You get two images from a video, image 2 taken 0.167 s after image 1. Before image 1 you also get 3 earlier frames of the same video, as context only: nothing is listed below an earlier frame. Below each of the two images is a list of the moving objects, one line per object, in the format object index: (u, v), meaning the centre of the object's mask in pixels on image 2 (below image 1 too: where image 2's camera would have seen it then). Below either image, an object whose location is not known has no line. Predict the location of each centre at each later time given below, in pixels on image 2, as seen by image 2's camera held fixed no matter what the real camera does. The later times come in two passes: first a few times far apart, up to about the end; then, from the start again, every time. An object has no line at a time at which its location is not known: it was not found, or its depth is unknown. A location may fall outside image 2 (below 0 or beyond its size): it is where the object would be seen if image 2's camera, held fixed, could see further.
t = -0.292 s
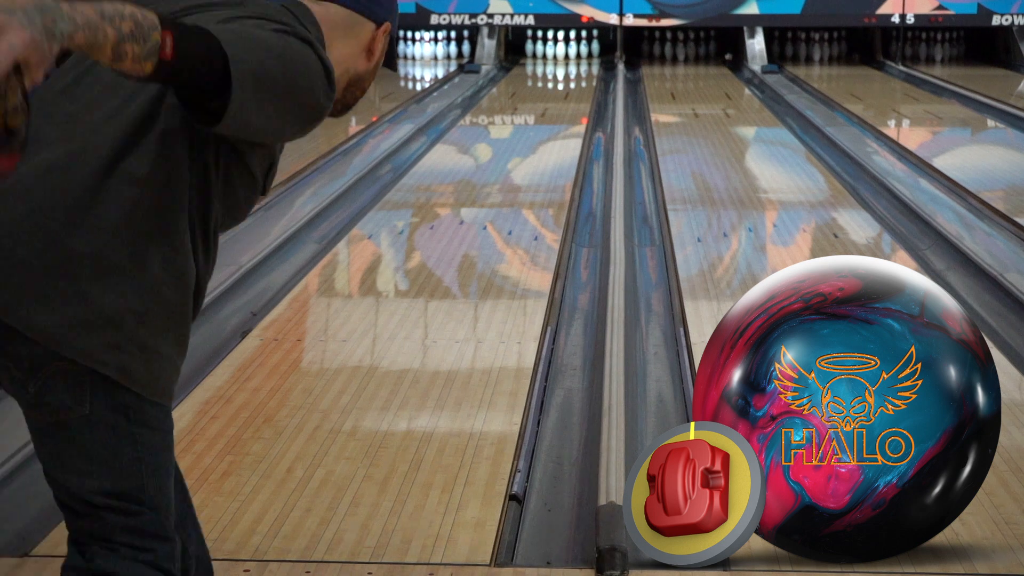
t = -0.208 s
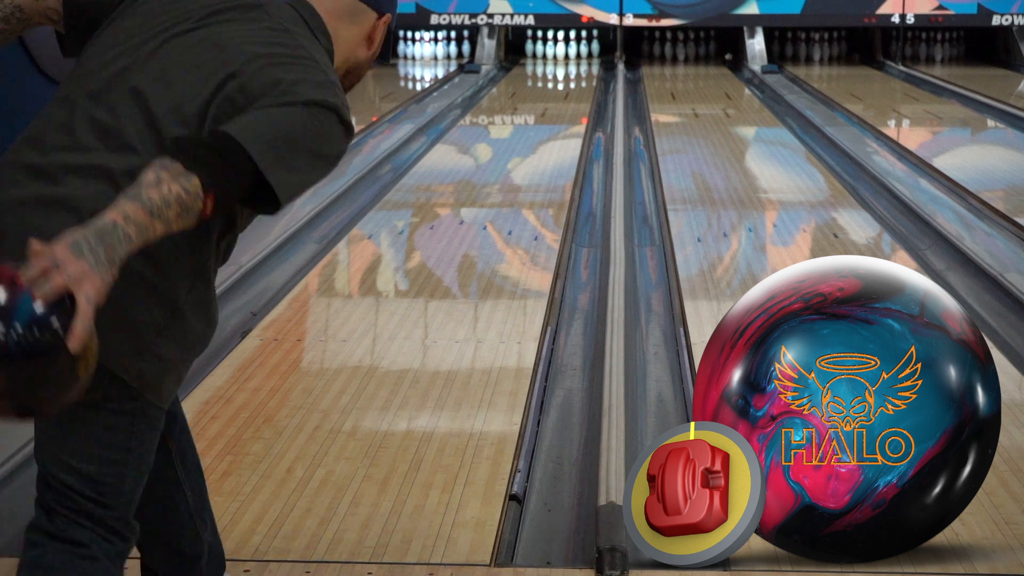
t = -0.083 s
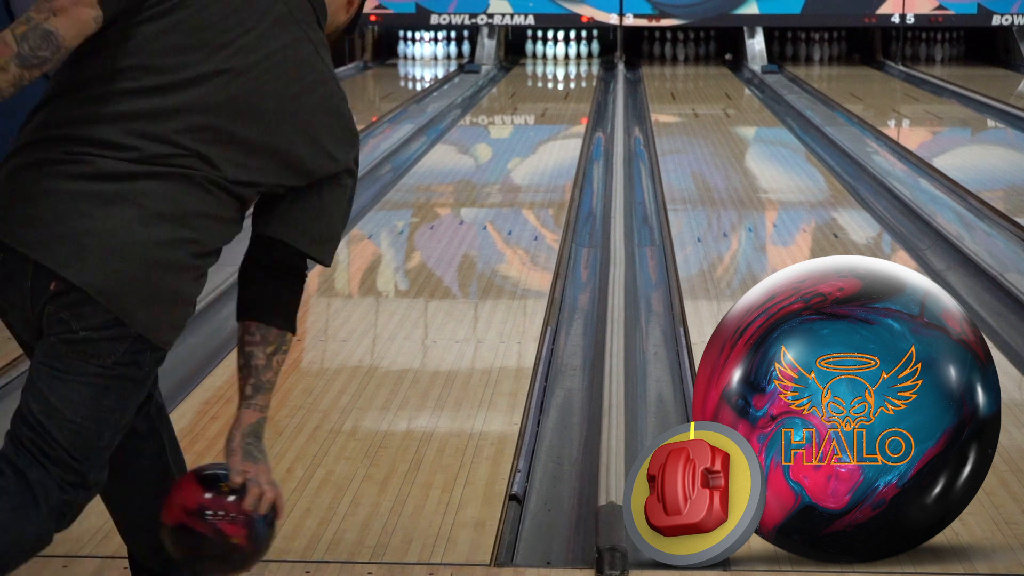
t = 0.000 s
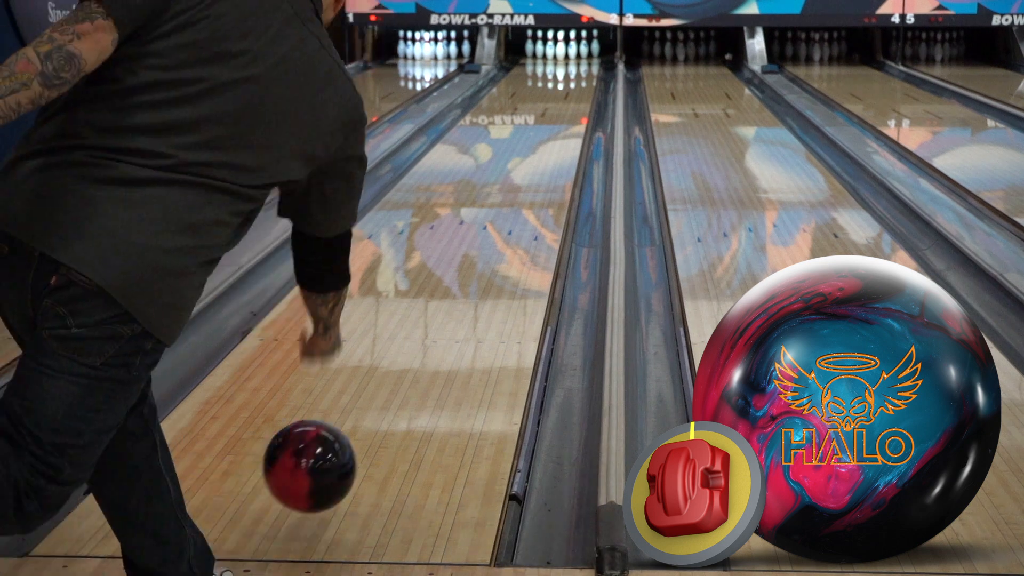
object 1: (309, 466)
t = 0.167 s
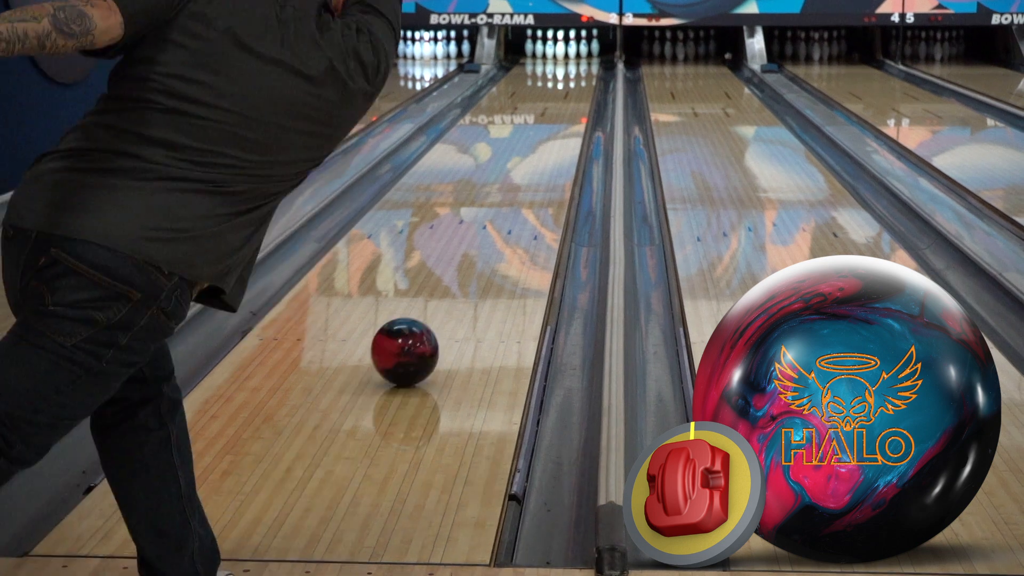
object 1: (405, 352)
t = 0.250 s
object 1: (436, 305)
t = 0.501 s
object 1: (494, 214)
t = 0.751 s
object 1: (528, 161)
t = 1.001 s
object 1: (548, 126)
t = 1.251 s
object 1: (562, 103)
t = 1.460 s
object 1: (570, 88)
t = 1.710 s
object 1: (576, 74)
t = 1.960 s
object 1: (576, 63)
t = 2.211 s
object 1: (572, 55)
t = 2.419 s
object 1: (572, 49)
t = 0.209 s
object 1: (421, 327)
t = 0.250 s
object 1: (436, 305)
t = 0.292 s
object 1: (448, 286)
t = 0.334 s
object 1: (459, 269)
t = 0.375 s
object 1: (469, 253)
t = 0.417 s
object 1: (478, 239)
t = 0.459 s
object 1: (487, 226)
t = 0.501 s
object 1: (494, 214)
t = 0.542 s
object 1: (501, 203)
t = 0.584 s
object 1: (507, 194)
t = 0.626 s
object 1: (513, 185)
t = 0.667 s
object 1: (518, 176)
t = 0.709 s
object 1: (523, 168)
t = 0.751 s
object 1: (528, 161)
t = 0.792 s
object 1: (532, 154)
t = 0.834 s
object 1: (535, 148)
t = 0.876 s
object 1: (539, 142)
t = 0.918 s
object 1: (542, 136)
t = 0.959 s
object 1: (546, 131)
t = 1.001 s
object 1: (548, 126)
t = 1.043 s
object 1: (551, 122)
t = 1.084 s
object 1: (554, 117)
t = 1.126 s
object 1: (556, 114)
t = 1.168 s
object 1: (558, 110)
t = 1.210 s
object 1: (561, 106)
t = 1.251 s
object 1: (562, 103)
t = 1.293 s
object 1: (565, 99)
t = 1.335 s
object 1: (566, 96)
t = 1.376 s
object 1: (567, 93)
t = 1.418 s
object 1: (569, 91)
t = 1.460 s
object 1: (570, 88)
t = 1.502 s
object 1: (572, 85)
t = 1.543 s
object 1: (573, 83)
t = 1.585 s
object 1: (574, 80)
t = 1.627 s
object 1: (574, 78)
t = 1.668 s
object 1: (575, 76)
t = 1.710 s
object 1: (576, 74)
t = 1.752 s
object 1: (576, 72)
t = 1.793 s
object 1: (576, 70)
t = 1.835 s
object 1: (577, 68)
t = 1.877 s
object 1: (577, 67)
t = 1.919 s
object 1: (577, 64)
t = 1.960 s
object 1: (576, 63)
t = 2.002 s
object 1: (576, 62)
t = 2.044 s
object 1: (575, 61)
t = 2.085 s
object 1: (574, 59)
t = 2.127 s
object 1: (573, 57)
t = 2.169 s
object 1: (572, 56)
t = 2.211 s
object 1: (572, 55)
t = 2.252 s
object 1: (571, 53)
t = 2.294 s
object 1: (570, 52)
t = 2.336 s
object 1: (571, 50)
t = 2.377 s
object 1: (572, 49)
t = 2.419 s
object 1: (572, 49)
